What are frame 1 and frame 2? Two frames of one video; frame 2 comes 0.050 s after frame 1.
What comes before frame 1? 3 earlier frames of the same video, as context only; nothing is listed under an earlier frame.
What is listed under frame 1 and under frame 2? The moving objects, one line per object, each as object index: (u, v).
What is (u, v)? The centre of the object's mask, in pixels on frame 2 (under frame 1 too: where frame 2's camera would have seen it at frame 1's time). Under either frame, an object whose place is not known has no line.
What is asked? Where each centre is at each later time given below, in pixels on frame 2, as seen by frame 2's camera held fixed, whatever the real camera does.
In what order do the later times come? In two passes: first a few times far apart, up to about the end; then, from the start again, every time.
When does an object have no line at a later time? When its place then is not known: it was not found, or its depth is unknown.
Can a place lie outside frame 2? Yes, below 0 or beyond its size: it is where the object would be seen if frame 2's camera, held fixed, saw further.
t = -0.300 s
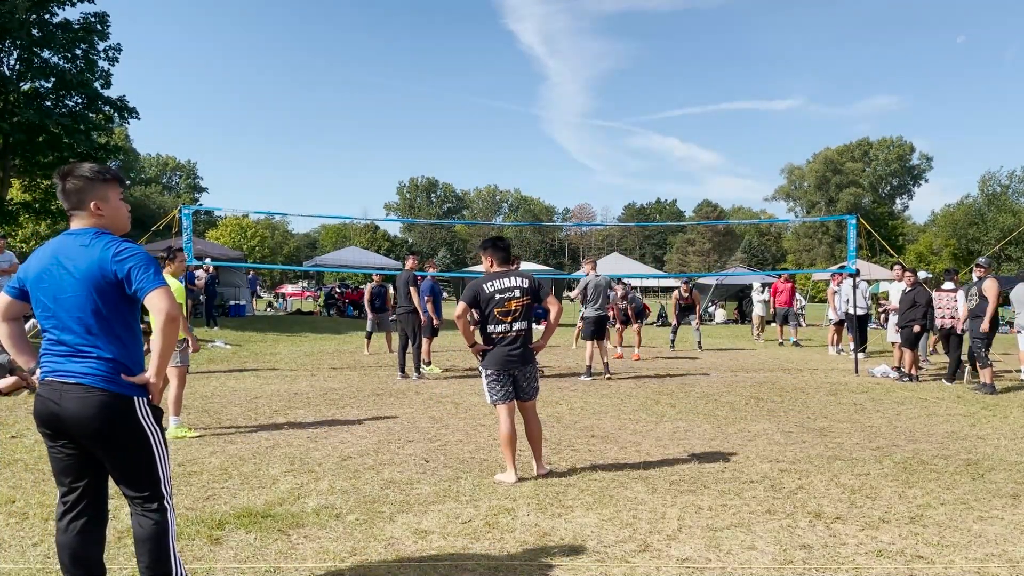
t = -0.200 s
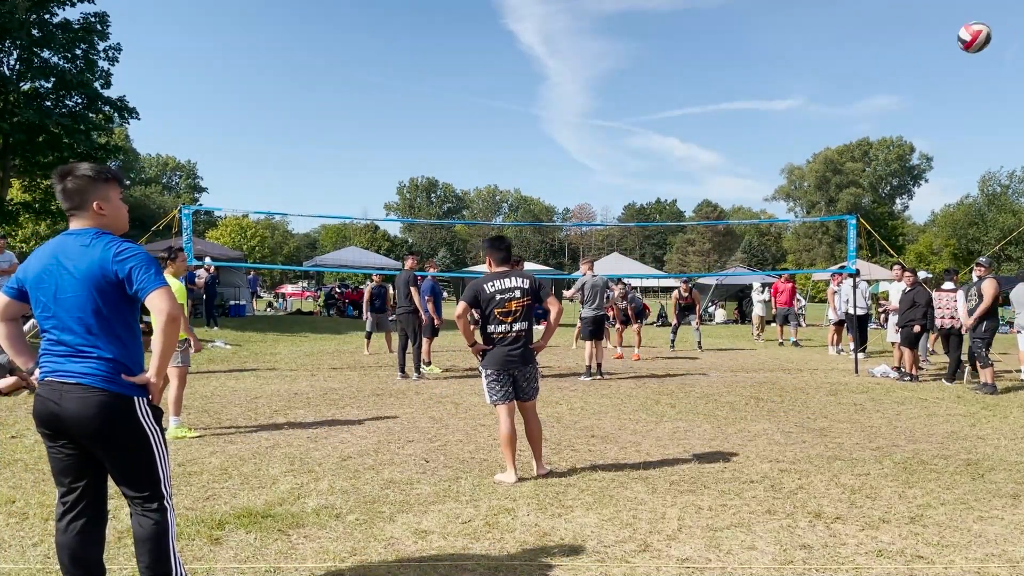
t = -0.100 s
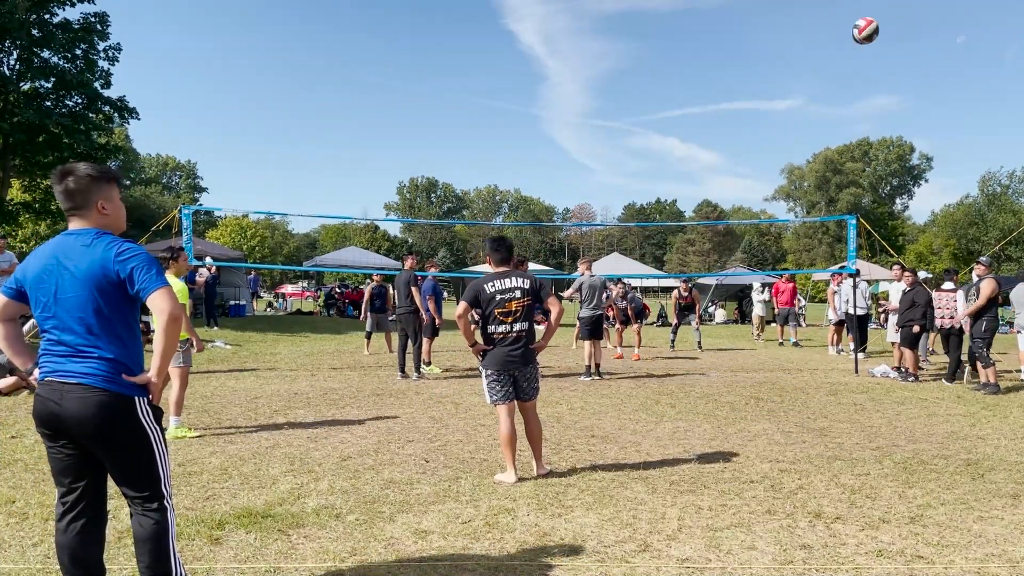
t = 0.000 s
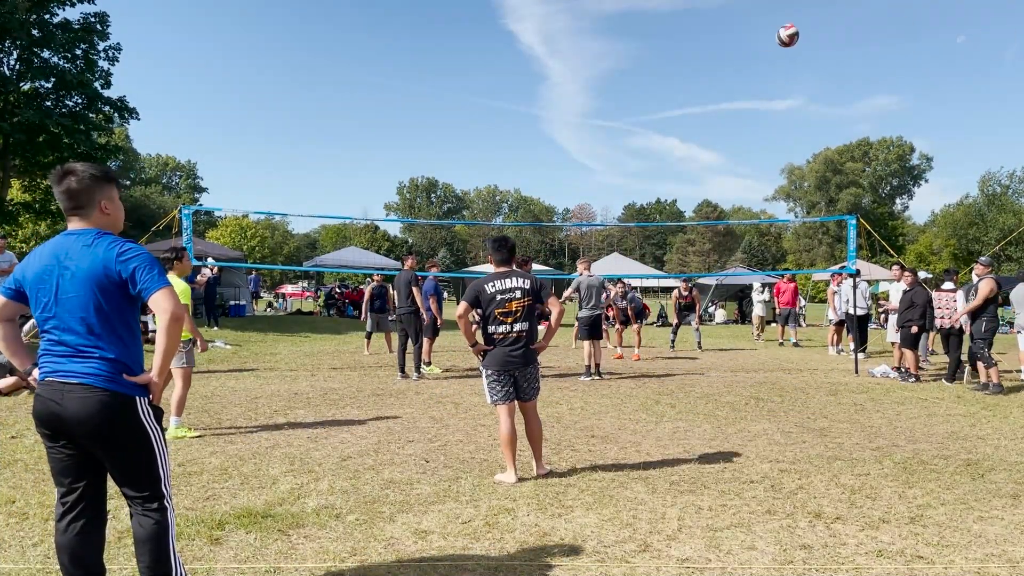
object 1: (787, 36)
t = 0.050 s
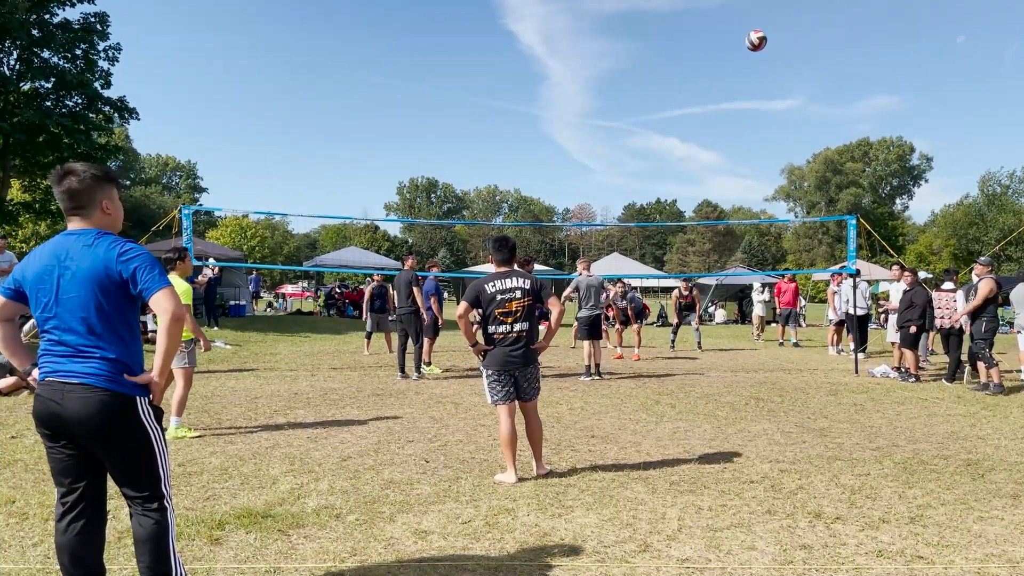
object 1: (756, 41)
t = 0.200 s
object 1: (682, 64)
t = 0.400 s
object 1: (612, 108)
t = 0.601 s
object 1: (564, 160)
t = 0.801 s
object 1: (529, 219)
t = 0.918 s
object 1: (513, 258)
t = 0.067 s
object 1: (747, 43)
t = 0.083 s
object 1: (737, 45)
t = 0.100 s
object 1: (728, 47)
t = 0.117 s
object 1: (720, 50)
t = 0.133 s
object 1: (712, 52)
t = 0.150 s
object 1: (704, 55)
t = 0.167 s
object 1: (697, 58)
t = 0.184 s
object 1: (689, 61)
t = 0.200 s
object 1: (682, 64)
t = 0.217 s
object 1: (675, 67)
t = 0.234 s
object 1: (668, 71)
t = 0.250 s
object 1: (662, 74)
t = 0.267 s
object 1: (656, 78)
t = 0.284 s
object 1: (650, 81)
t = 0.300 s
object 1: (644, 85)
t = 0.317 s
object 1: (638, 89)
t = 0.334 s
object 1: (632, 93)
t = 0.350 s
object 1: (627, 96)
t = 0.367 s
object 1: (622, 100)
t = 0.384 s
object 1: (617, 104)
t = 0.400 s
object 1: (612, 108)
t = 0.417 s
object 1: (607, 112)
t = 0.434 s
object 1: (603, 116)
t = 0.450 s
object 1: (598, 121)
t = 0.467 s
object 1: (594, 125)
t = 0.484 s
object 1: (590, 129)
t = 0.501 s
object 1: (586, 133)
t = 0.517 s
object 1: (582, 138)
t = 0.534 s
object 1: (578, 142)
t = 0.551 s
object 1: (574, 146)
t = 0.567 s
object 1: (571, 151)
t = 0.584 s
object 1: (568, 155)
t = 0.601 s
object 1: (564, 160)
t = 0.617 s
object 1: (561, 165)
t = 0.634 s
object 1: (558, 169)
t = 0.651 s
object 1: (555, 175)
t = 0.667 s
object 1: (552, 179)
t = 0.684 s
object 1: (548, 185)
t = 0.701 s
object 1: (546, 190)
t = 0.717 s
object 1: (543, 195)
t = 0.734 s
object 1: (540, 200)
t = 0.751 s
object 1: (537, 205)
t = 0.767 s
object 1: (534, 209)
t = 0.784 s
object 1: (532, 215)
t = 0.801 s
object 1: (529, 219)
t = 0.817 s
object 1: (526, 225)
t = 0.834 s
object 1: (524, 230)
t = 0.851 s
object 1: (522, 235)
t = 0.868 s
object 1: (520, 241)
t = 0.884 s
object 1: (518, 246)
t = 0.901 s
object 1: (515, 252)
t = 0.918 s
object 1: (513, 258)
